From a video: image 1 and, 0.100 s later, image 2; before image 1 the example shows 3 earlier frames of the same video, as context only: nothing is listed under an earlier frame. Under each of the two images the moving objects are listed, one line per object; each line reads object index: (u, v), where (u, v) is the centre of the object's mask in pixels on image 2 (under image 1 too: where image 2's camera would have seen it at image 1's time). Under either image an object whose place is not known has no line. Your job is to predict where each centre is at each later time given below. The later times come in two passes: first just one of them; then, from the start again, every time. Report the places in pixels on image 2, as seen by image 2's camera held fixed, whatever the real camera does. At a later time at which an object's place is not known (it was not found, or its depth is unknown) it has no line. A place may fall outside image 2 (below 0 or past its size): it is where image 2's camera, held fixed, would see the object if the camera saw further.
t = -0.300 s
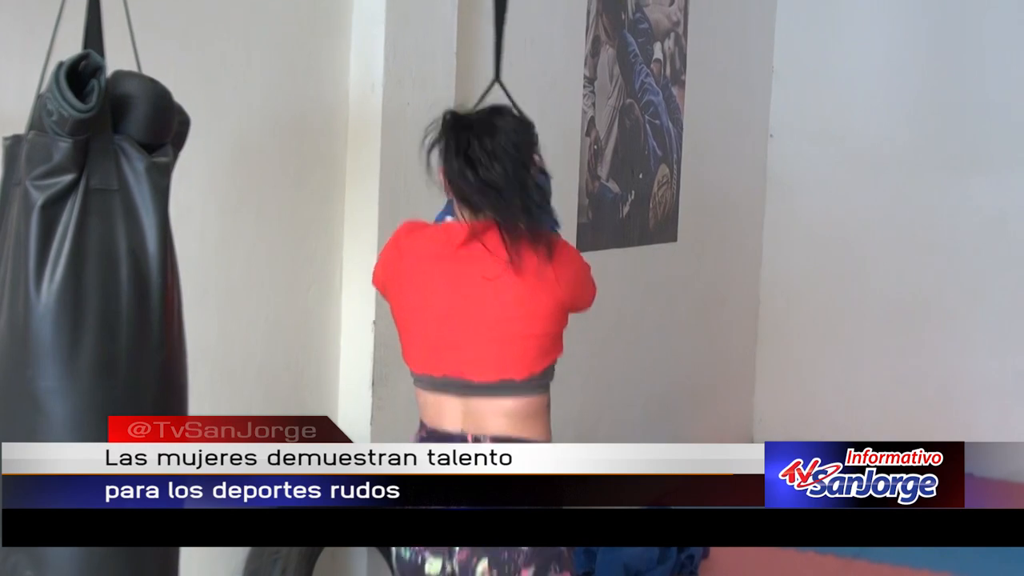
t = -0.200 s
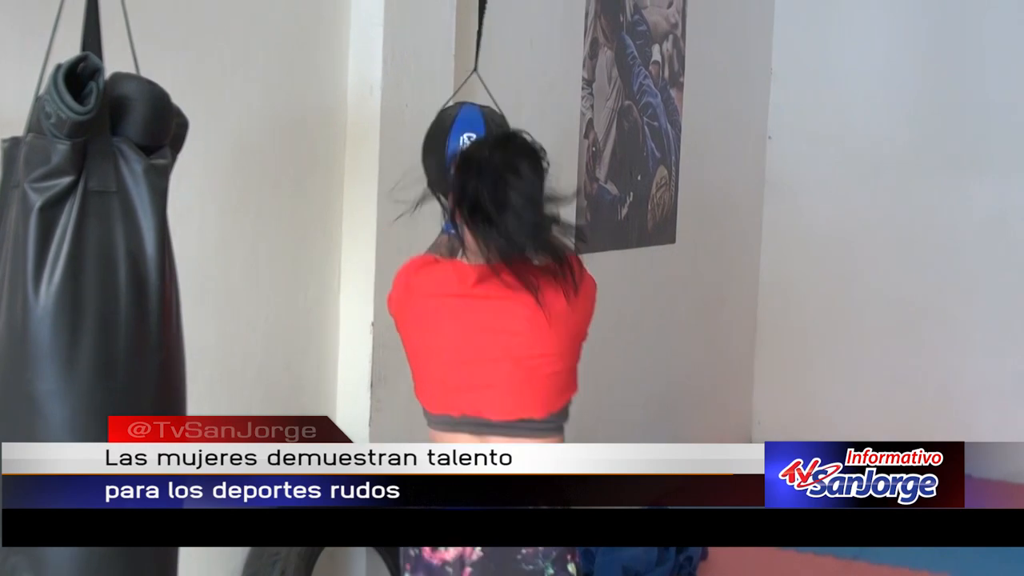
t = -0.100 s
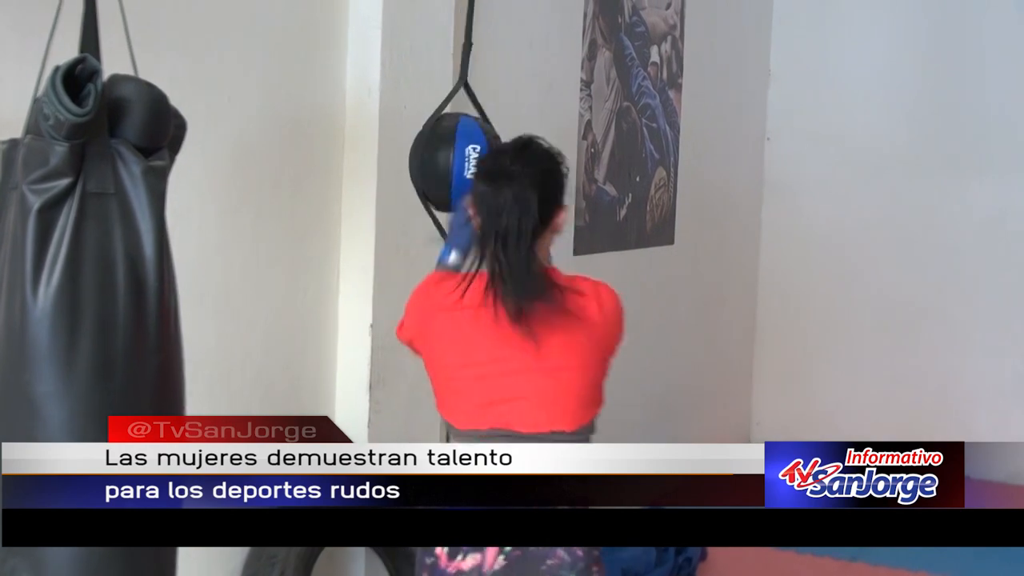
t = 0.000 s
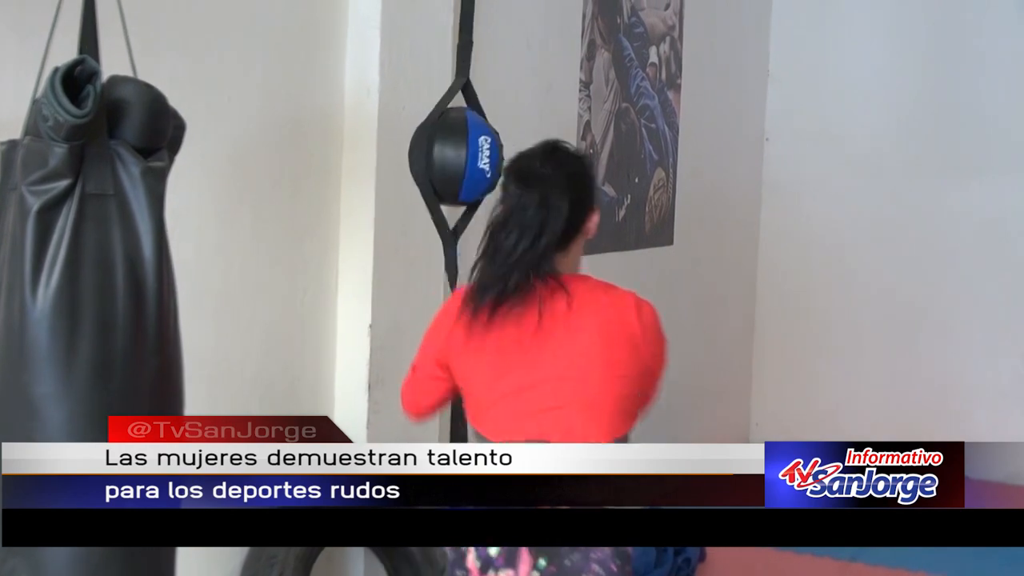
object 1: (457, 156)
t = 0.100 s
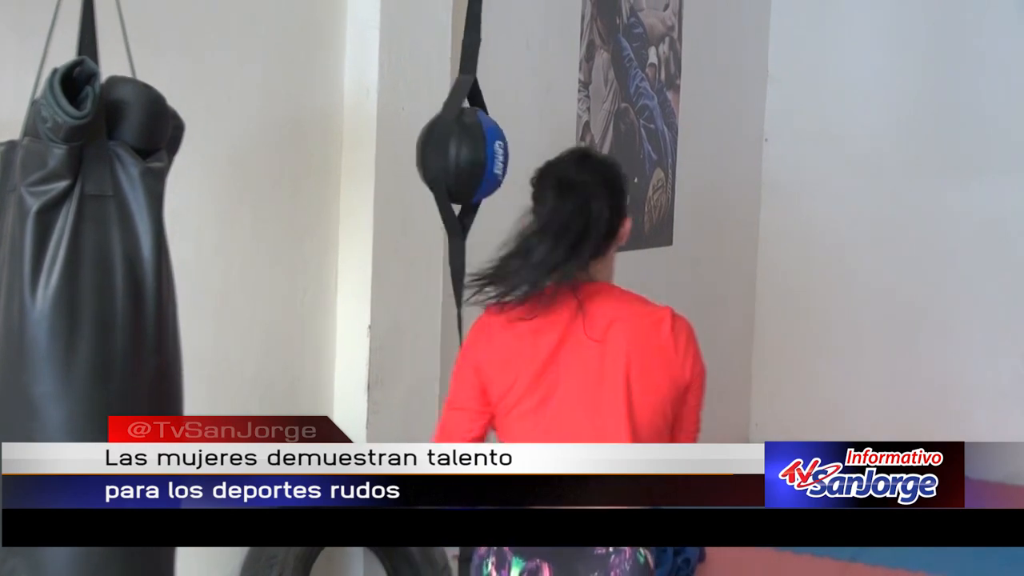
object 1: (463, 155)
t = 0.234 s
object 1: (482, 158)
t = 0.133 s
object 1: (466, 159)
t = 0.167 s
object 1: (472, 161)
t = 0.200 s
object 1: (476, 162)
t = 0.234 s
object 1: (482, 158)
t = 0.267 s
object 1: (488, 159)
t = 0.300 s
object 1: (493, 156)
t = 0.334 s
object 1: (507, 159)
